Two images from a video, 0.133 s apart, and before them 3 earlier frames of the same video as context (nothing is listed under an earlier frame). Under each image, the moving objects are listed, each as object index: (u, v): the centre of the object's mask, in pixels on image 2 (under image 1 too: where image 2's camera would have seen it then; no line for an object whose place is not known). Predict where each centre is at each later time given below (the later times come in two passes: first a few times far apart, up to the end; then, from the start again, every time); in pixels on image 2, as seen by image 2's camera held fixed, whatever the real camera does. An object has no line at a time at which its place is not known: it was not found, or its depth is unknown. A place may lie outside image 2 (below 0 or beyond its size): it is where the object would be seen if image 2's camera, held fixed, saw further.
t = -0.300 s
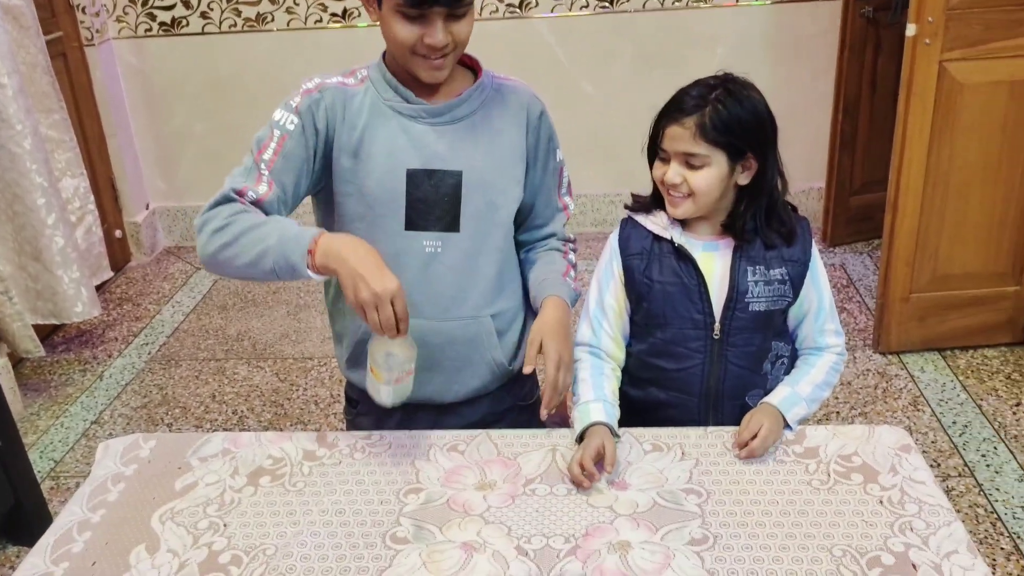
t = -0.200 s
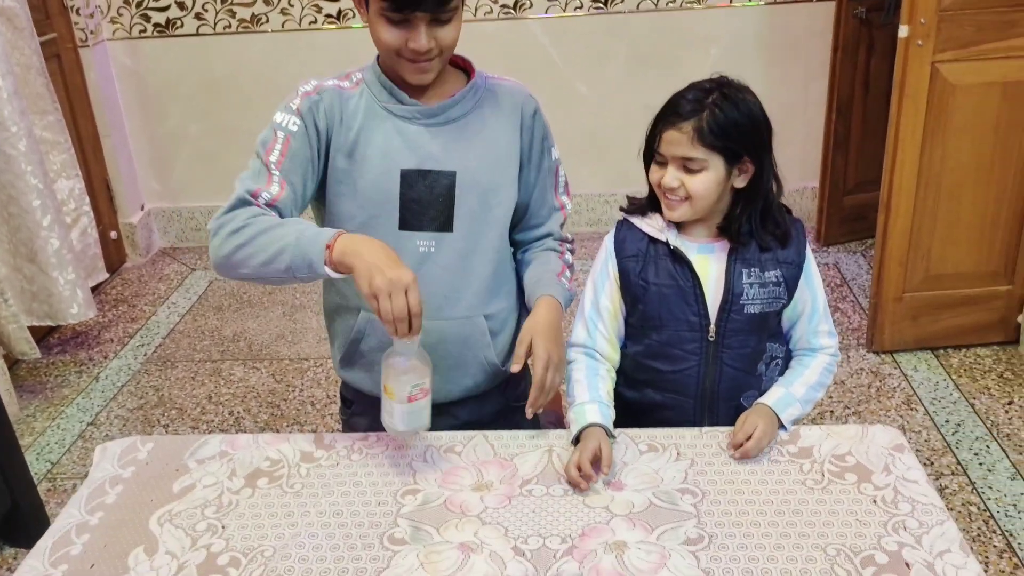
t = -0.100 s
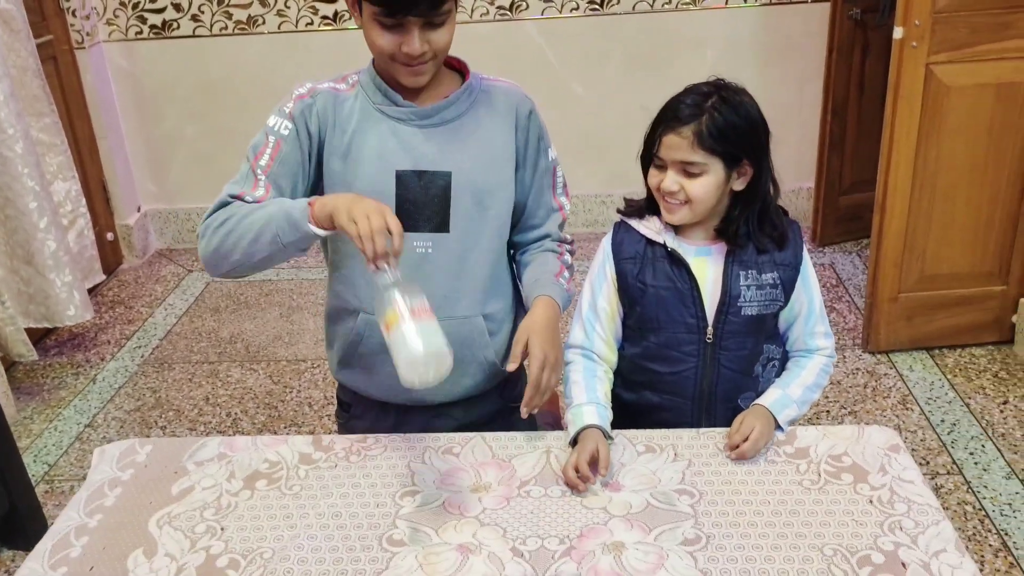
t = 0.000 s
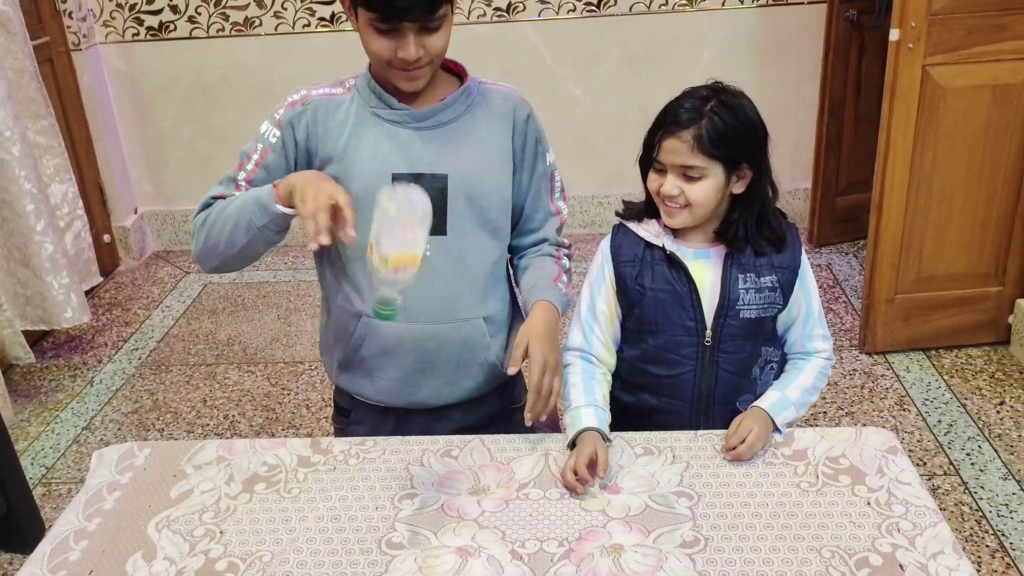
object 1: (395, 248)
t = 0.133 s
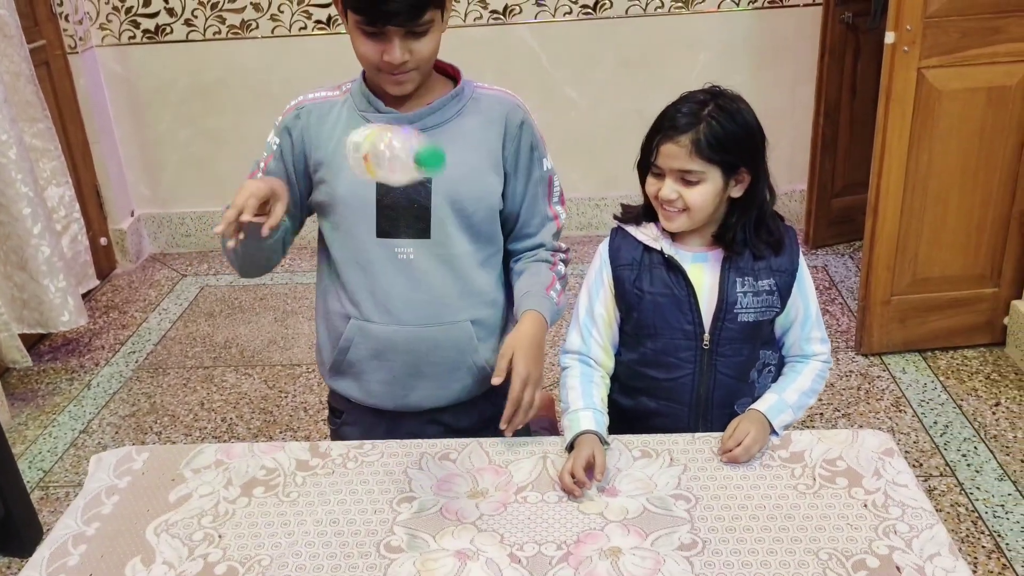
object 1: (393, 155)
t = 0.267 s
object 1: (389, 193)
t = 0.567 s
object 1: (407, 441)
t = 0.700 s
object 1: (416, 460)
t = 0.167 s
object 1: (389, 146)
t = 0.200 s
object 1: (388, 151)
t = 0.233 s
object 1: (388, 167)
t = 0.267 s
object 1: (389, 193)
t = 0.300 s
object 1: (391, 228)
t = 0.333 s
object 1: (394, 269)
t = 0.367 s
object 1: (398, 317)
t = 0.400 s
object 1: (403, 371)
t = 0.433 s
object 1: (408, 426)
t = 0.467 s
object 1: (412, 463)
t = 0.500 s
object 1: (411, 461)
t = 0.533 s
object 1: (408, 449)
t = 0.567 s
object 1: (407, 441)
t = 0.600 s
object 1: (408, 440)
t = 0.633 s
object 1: (410, 444)
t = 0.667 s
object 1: (412, 454)
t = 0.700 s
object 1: (416, 460)
